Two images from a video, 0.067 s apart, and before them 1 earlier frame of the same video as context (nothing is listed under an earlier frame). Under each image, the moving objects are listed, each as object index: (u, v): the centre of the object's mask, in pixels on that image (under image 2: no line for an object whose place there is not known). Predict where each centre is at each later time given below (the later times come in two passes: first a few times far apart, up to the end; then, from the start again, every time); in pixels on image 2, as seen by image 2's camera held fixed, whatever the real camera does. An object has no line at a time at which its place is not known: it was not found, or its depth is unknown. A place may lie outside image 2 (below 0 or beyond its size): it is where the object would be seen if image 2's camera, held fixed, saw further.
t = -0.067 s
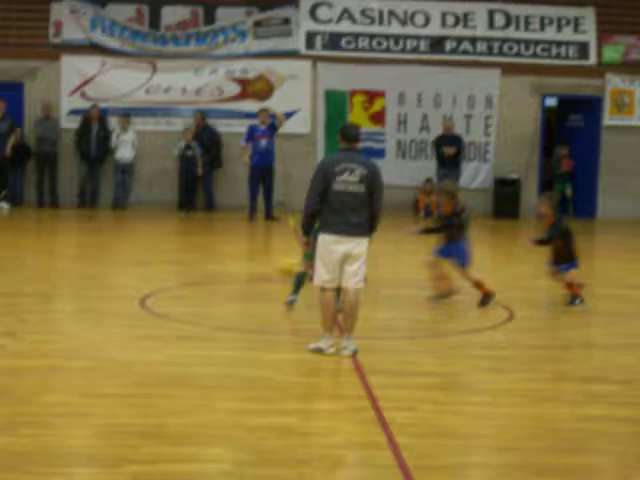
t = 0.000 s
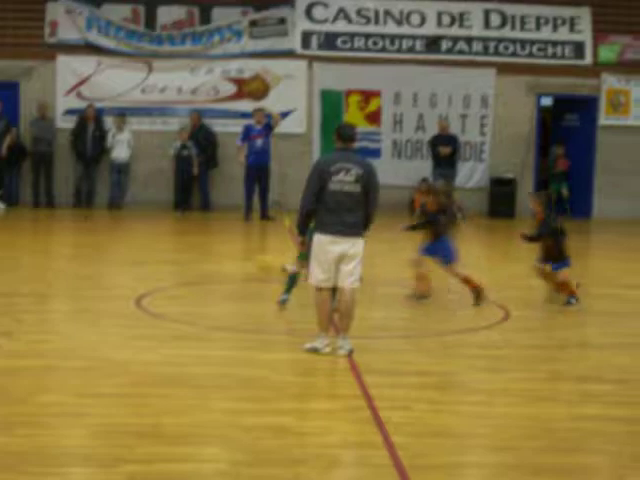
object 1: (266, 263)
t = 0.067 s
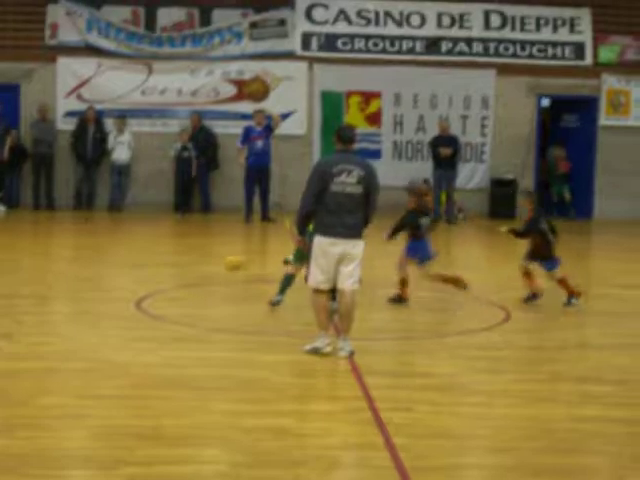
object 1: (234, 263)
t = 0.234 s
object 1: (152, 270)
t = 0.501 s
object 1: (42, 279)
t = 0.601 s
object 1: (9, 277)
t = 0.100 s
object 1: (220, 262)
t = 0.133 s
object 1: (200, 263)
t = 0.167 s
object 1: (185, 264)
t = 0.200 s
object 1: (169, 267)
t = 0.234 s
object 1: (152, 270)
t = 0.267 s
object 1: (136, 278)
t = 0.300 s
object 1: (123, 275)
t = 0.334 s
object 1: (109, 272)
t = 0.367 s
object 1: (96, 270)
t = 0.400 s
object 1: (82, 271)
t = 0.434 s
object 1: (71, 272)
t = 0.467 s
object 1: (55, 273)
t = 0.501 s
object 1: (42, 279)
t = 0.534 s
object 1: (31, 277)
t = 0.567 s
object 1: (21, 276)
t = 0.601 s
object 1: (9, 277)
